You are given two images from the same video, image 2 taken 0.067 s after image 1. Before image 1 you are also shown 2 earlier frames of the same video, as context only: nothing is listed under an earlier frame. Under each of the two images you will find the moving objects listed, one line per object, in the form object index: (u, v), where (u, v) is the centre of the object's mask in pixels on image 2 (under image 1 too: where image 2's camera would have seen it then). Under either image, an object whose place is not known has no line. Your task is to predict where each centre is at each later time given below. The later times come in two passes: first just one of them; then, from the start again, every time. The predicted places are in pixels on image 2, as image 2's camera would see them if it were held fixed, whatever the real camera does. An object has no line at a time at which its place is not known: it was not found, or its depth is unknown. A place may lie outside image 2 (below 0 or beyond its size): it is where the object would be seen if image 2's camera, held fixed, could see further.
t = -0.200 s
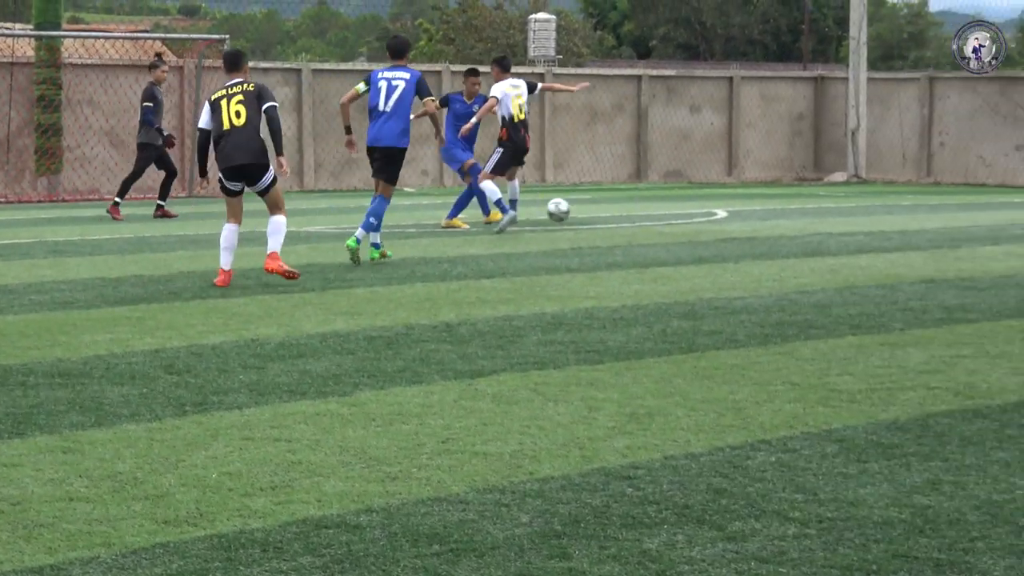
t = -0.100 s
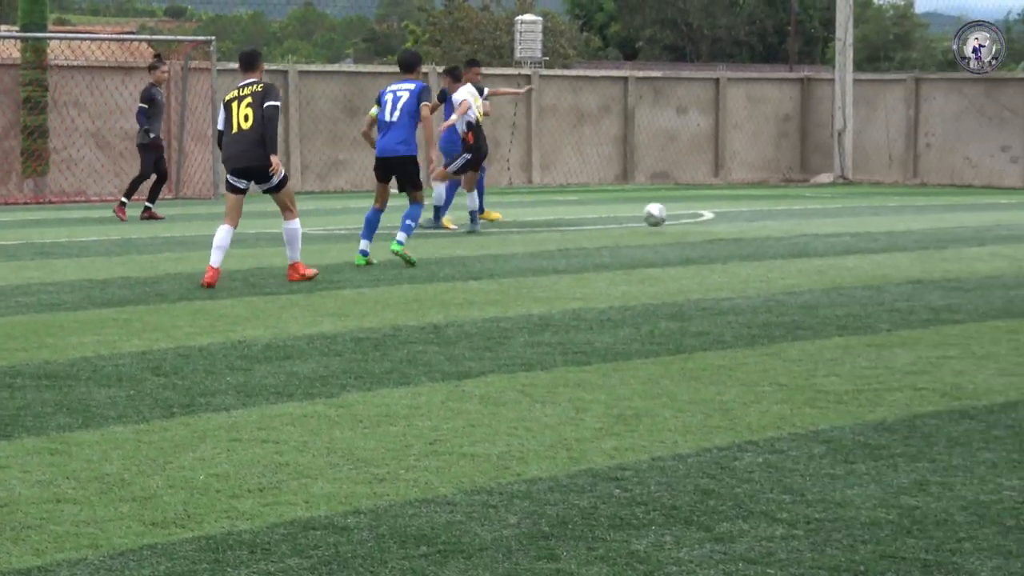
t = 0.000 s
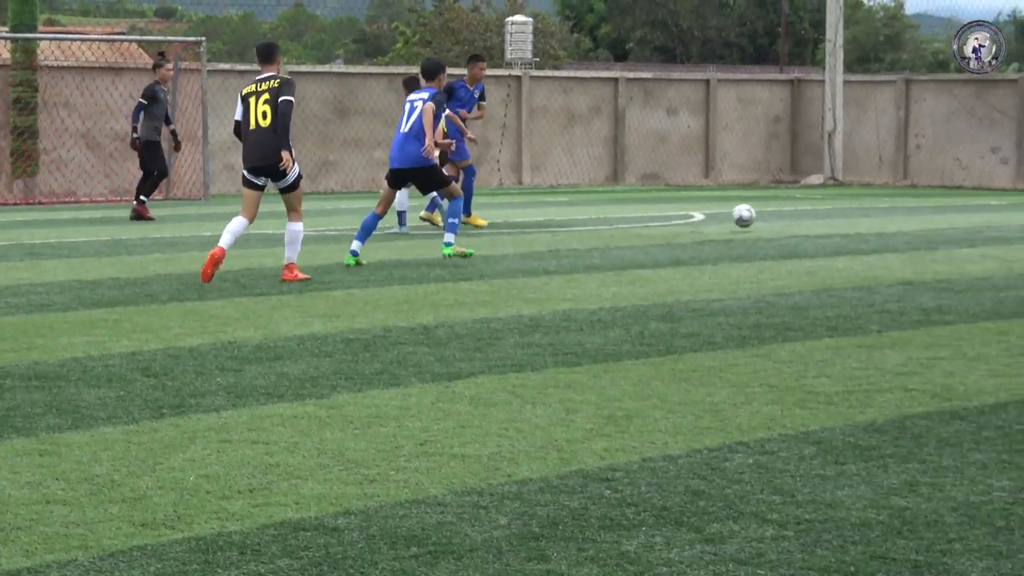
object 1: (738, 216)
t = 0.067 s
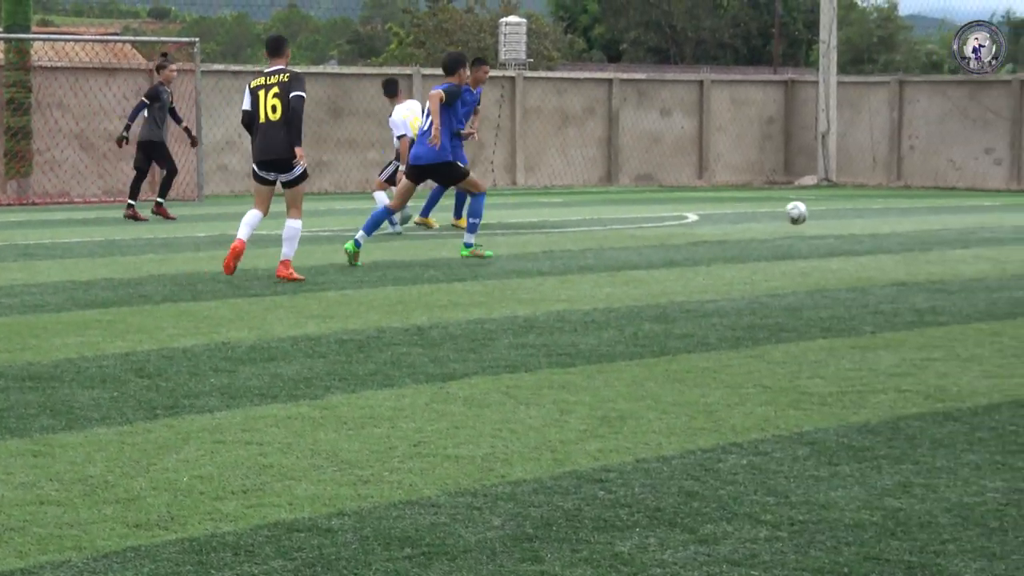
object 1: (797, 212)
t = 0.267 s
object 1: (958, 219)
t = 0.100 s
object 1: (825, 212)
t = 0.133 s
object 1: (852, 214)
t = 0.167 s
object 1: (880, 216)
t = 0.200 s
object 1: (908, 221)
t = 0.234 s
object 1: (933, 220)
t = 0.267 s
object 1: (958, 219)
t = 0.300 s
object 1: (983, 220)
